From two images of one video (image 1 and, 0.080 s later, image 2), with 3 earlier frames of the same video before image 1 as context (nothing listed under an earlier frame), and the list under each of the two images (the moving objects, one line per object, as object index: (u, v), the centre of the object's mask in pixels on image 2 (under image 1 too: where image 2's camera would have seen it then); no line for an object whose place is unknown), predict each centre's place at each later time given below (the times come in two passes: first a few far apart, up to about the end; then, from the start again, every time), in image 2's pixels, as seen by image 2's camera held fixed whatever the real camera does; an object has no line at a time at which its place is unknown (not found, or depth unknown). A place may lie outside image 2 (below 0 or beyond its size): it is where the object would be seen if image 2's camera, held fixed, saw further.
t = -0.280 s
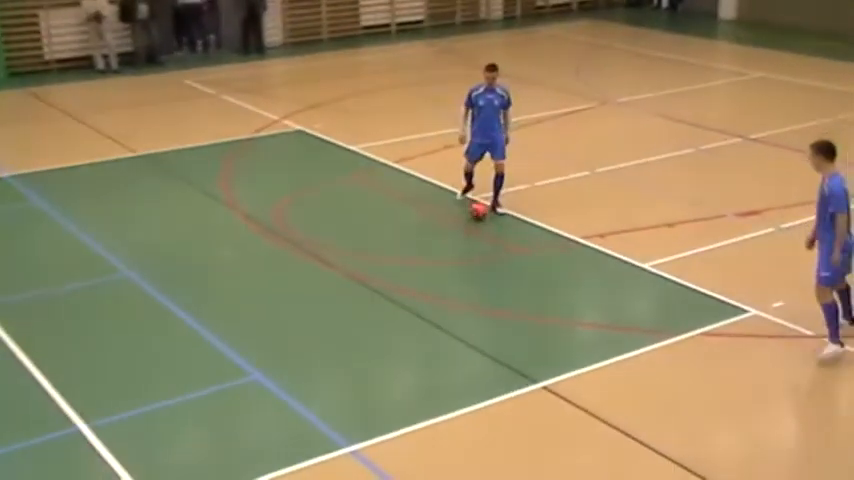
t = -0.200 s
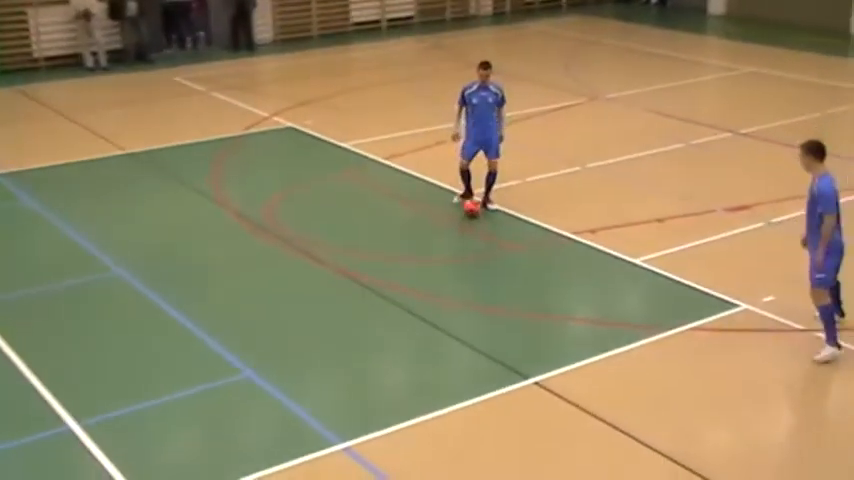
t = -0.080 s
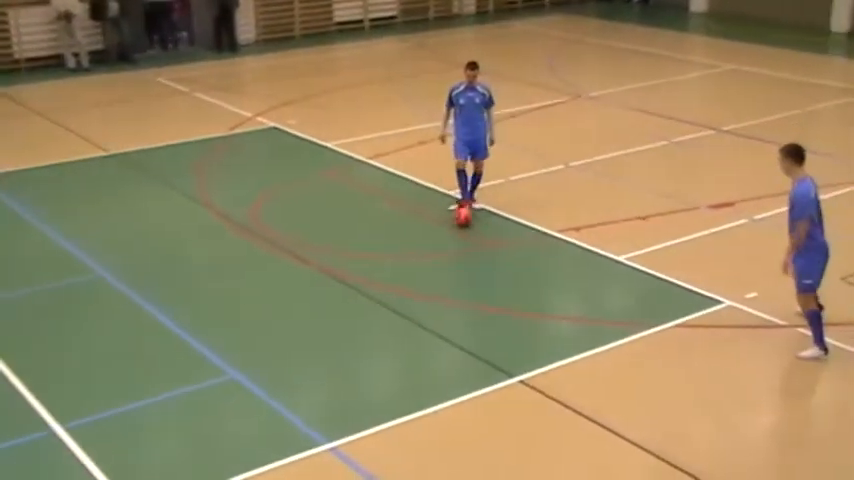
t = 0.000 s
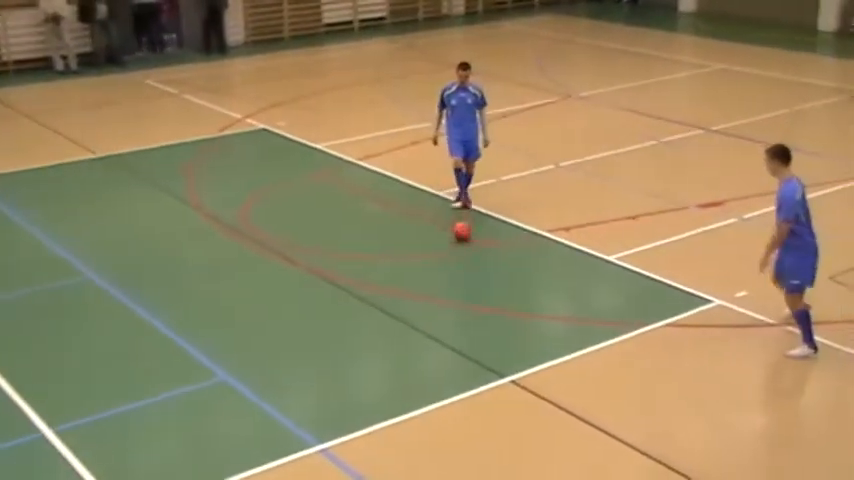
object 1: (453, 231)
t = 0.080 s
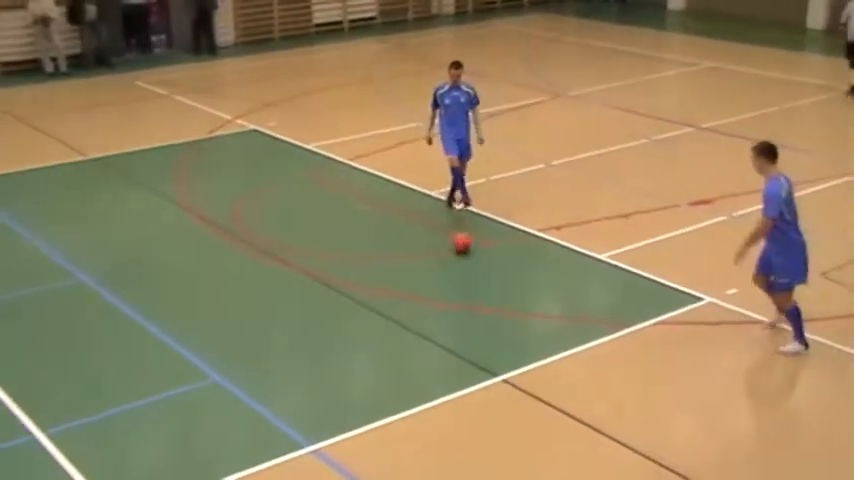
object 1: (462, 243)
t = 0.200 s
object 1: (474, 263)
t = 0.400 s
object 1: (495, 294)
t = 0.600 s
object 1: (516, 329)
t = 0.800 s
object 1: (544, 369)
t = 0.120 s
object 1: (466, 250)
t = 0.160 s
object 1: (470, 256)
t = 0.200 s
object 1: (474, 263)
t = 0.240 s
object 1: (479, 269)
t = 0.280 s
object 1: (483, 275)
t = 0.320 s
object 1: (487, 281)
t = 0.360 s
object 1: (490, 288)
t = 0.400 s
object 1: (495, 294)
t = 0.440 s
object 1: (499, 301)
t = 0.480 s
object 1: (504, 308)
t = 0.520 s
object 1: (508, 315)
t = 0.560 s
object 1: (512, 322)
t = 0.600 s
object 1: (516, 329)
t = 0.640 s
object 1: (521, 337)
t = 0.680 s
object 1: (526, 345)
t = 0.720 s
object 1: (531, 352)
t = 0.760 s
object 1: (537, 360)
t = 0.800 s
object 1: (544, 369)
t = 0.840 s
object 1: (549, 378)
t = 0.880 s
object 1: (554, 387)
